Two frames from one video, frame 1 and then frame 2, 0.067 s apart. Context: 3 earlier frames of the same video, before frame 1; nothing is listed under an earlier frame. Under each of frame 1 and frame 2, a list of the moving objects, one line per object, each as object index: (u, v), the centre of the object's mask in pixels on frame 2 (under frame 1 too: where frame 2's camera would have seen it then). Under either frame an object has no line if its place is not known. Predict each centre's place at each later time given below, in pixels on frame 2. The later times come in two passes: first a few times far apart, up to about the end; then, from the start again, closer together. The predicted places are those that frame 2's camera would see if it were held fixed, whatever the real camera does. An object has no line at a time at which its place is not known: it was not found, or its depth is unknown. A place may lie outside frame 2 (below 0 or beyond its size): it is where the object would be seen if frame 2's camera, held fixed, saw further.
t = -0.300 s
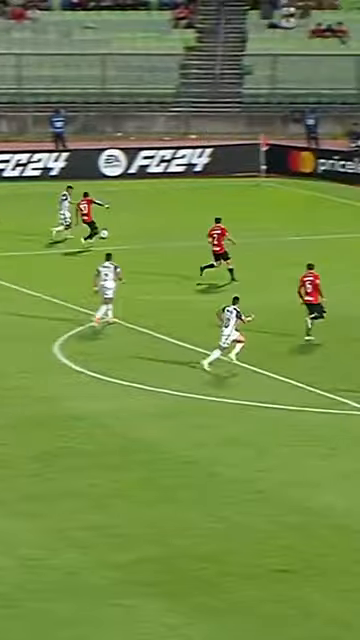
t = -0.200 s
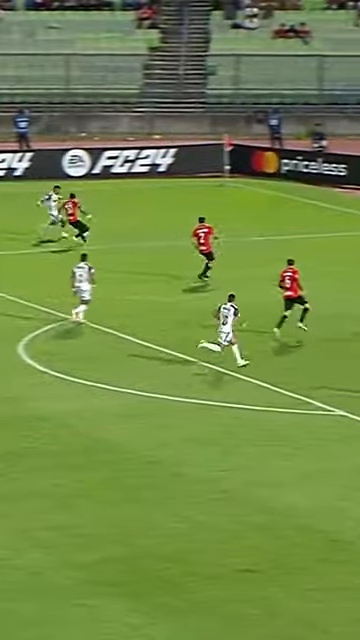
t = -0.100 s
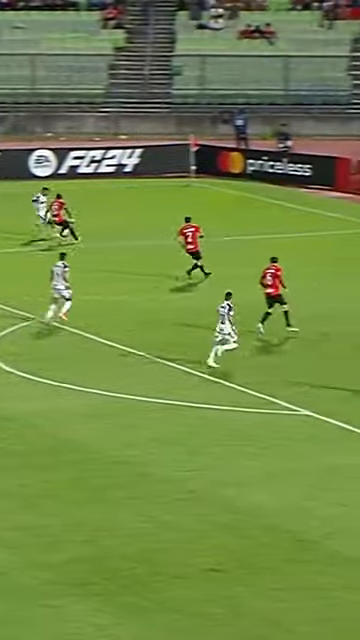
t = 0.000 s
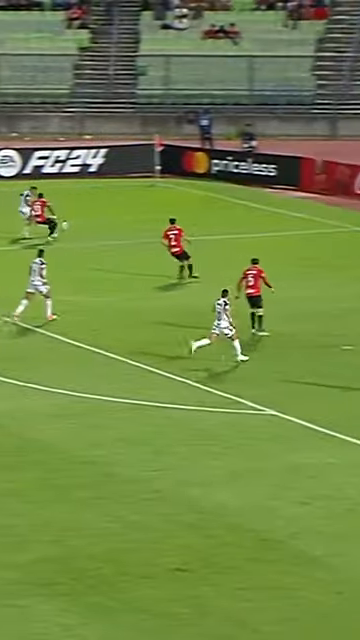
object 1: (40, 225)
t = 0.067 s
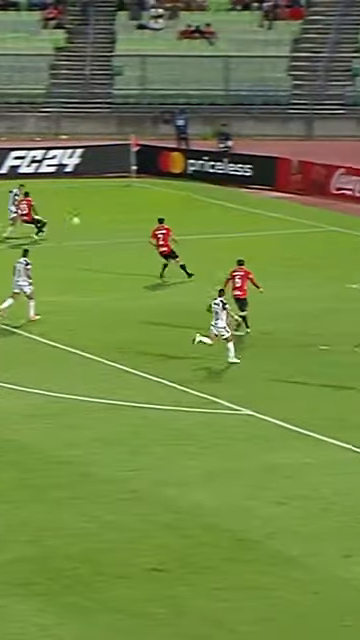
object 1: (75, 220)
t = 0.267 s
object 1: (179, 214)
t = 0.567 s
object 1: (323, 232)
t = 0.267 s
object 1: (179, 214)
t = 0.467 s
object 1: (276, 221)
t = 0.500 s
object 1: (291, 225)
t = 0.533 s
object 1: (307, 229)
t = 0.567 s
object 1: (323, 232)
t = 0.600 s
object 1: (338, 235)
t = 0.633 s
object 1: (354, 241)
